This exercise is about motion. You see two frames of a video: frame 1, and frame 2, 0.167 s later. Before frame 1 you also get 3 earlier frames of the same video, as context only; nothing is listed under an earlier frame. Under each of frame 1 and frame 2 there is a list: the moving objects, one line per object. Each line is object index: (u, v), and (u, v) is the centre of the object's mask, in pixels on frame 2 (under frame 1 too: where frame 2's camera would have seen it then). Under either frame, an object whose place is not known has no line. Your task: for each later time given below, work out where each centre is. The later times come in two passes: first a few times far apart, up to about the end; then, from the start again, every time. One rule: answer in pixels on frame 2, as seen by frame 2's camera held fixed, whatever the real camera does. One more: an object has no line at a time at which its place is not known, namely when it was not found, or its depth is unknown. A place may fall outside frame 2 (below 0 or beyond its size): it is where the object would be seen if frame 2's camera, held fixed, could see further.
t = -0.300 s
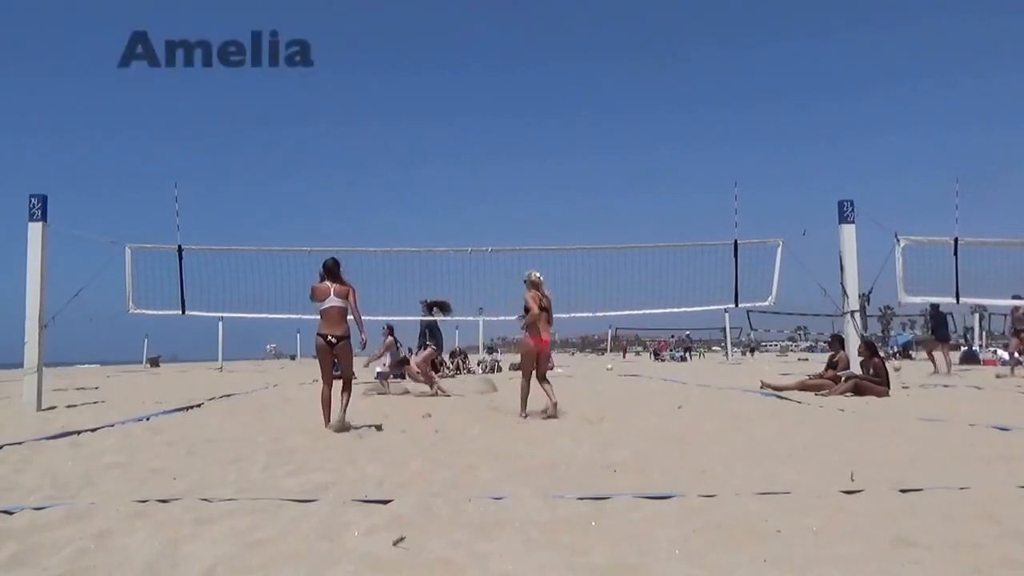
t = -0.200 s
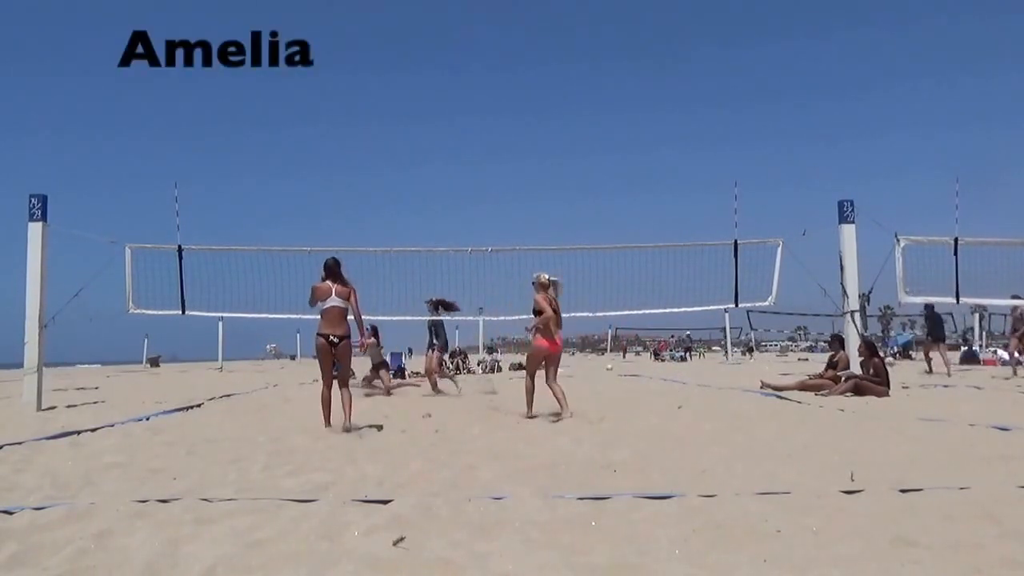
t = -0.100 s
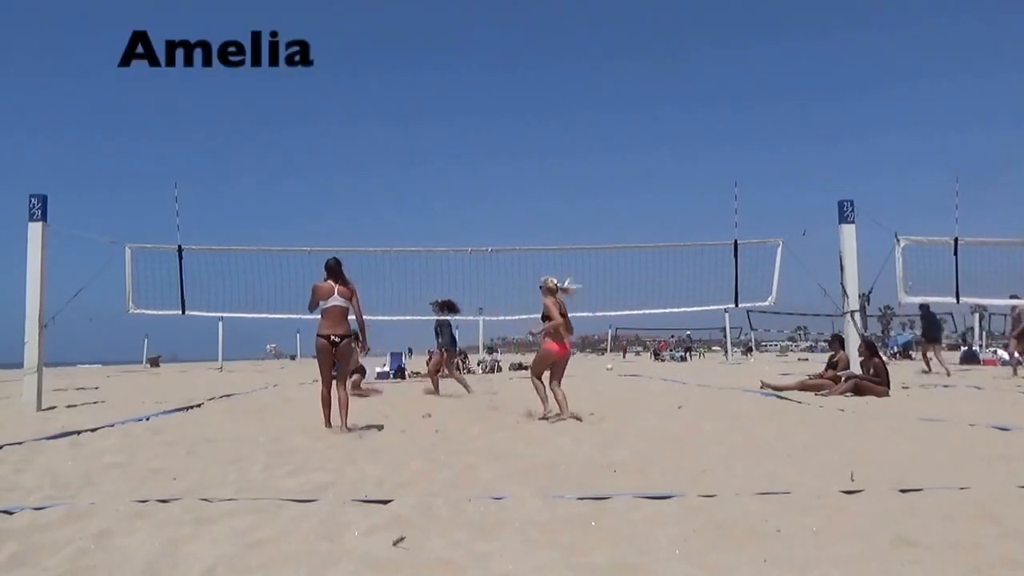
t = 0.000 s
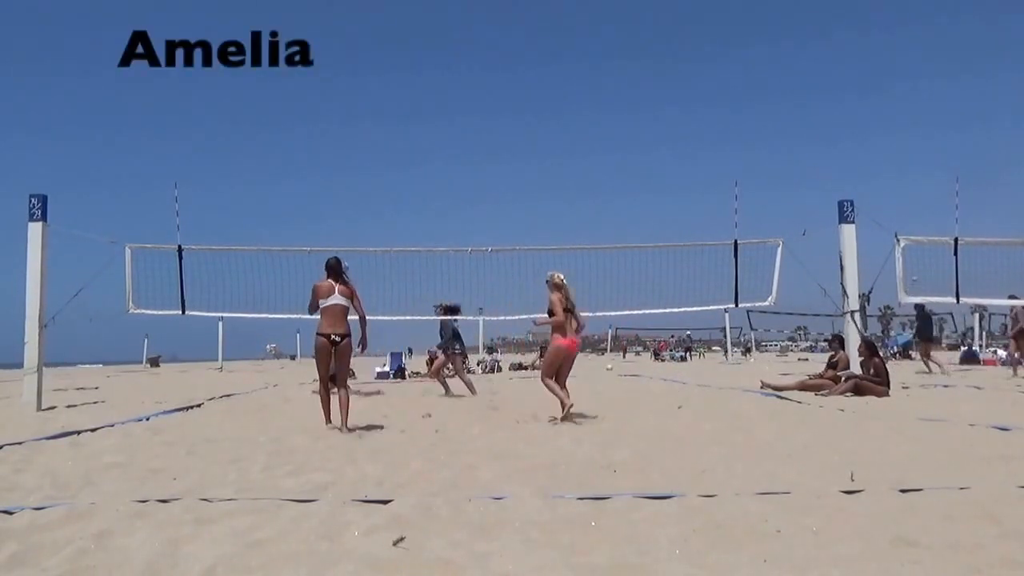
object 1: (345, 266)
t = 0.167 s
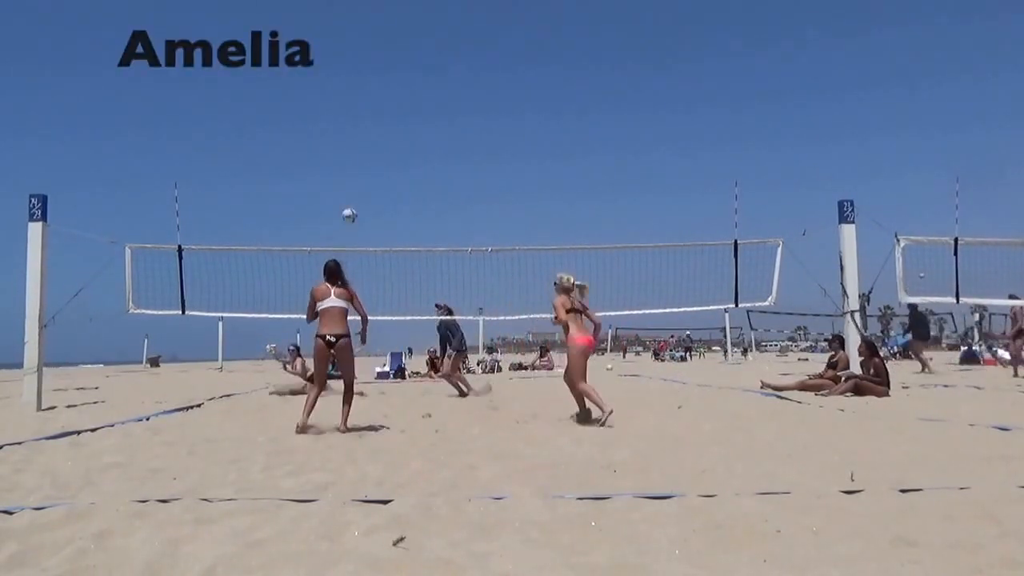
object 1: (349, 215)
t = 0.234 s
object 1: (353, 198)
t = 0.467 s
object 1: (378, 150)
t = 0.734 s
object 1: (426, 136)
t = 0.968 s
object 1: (498, 185)
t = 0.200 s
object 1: (351, 206)
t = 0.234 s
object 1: (353, 198)
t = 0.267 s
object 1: (356, 189)
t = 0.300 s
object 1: (359, 182)
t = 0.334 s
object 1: (362, 175)
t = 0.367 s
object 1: (365, 167)
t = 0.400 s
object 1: (369, 161)
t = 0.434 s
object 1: (374, 155)
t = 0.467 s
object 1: (378, 150)
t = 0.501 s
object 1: (382, 146)
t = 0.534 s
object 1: (387, 142)
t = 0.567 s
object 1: (393, 139)
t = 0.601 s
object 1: (399, 136)
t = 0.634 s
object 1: (405, 135)
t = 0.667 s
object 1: (412, 134)
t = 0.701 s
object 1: (418, 134)
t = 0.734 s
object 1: (426, 136)
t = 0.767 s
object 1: (436, 138)
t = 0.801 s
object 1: (444, 142)
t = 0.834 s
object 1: (453, 147)
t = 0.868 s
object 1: (462, 153)
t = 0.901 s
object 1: (474, 162)
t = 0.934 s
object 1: (486, 173)
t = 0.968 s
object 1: (498, 185)
